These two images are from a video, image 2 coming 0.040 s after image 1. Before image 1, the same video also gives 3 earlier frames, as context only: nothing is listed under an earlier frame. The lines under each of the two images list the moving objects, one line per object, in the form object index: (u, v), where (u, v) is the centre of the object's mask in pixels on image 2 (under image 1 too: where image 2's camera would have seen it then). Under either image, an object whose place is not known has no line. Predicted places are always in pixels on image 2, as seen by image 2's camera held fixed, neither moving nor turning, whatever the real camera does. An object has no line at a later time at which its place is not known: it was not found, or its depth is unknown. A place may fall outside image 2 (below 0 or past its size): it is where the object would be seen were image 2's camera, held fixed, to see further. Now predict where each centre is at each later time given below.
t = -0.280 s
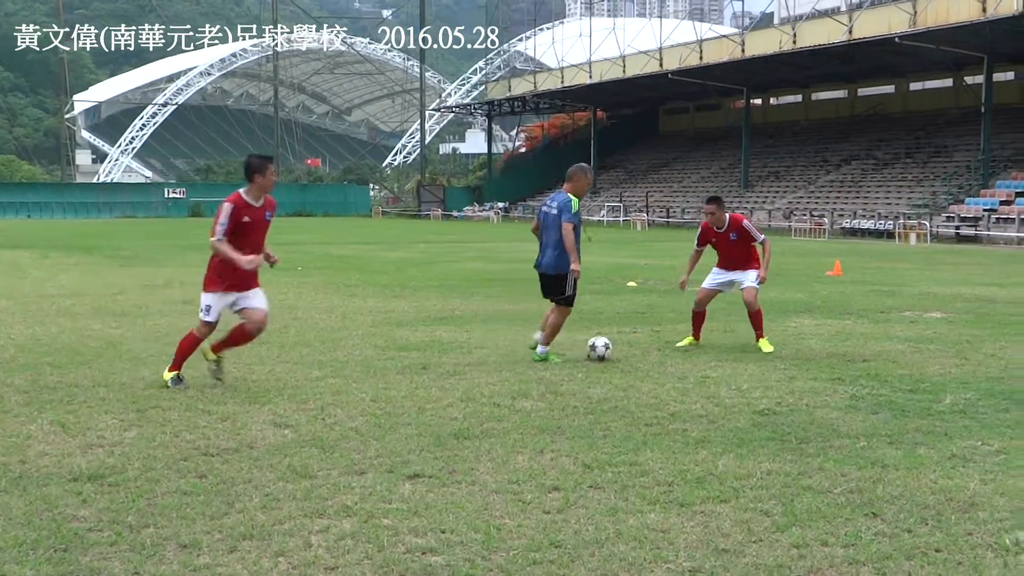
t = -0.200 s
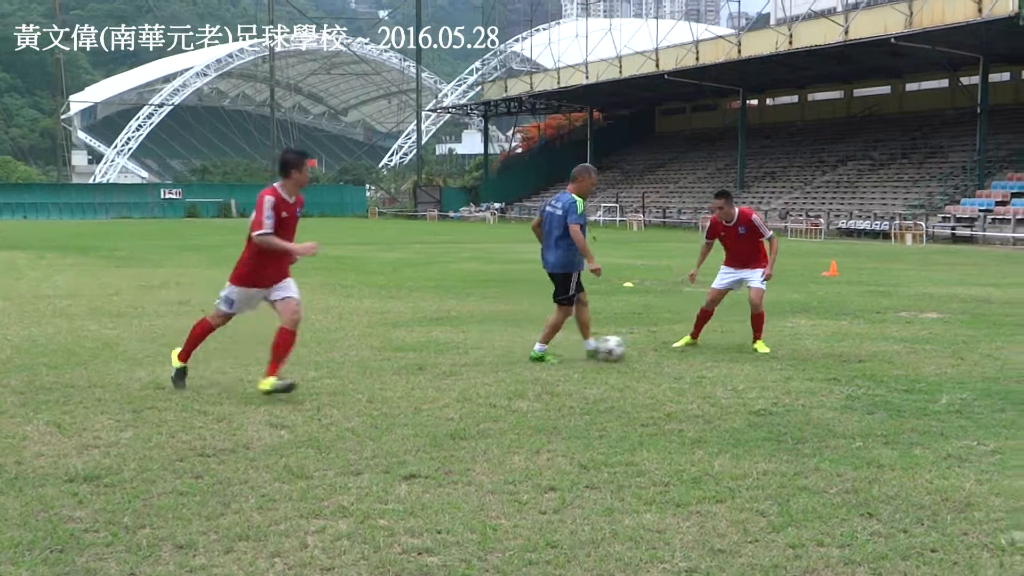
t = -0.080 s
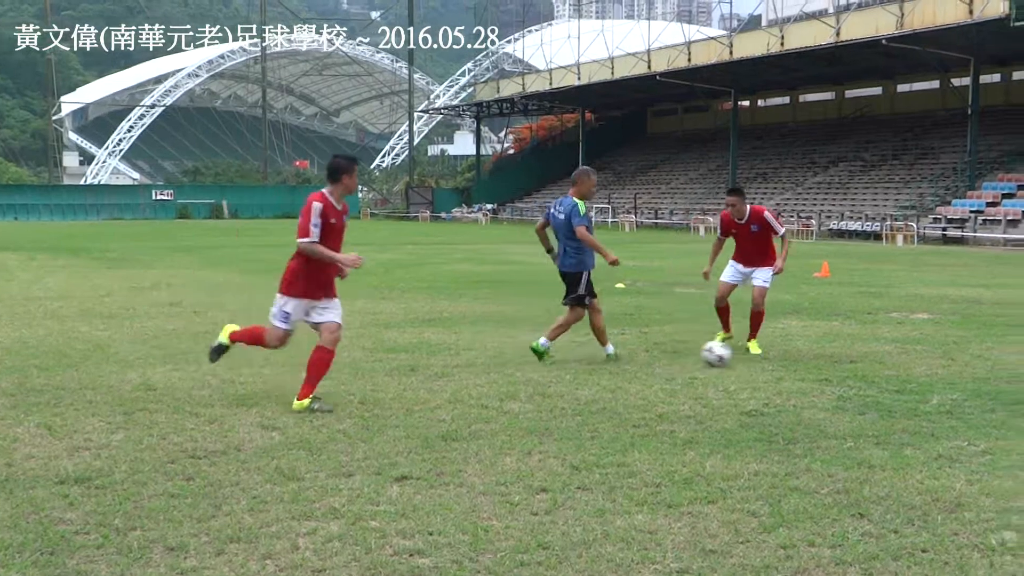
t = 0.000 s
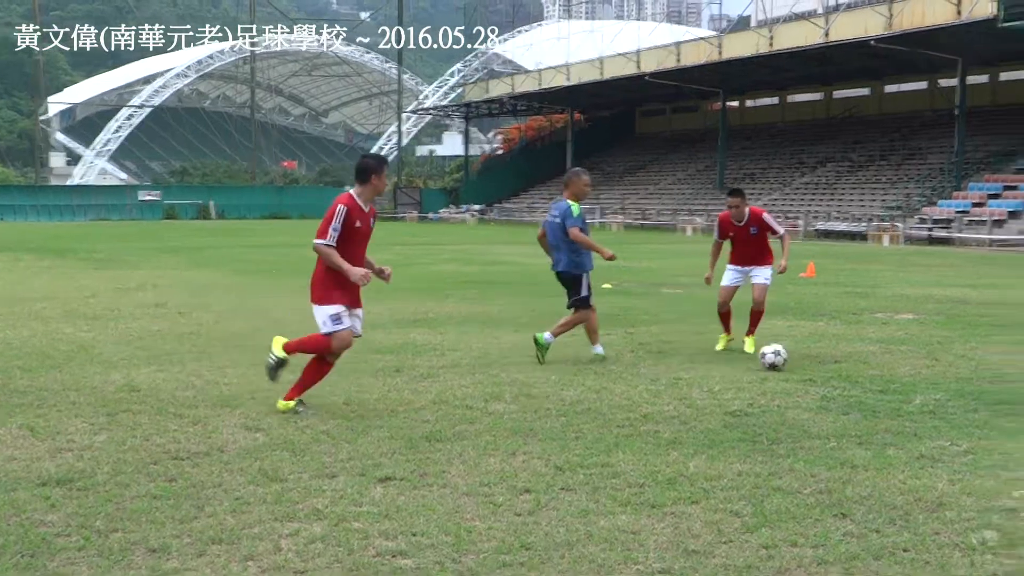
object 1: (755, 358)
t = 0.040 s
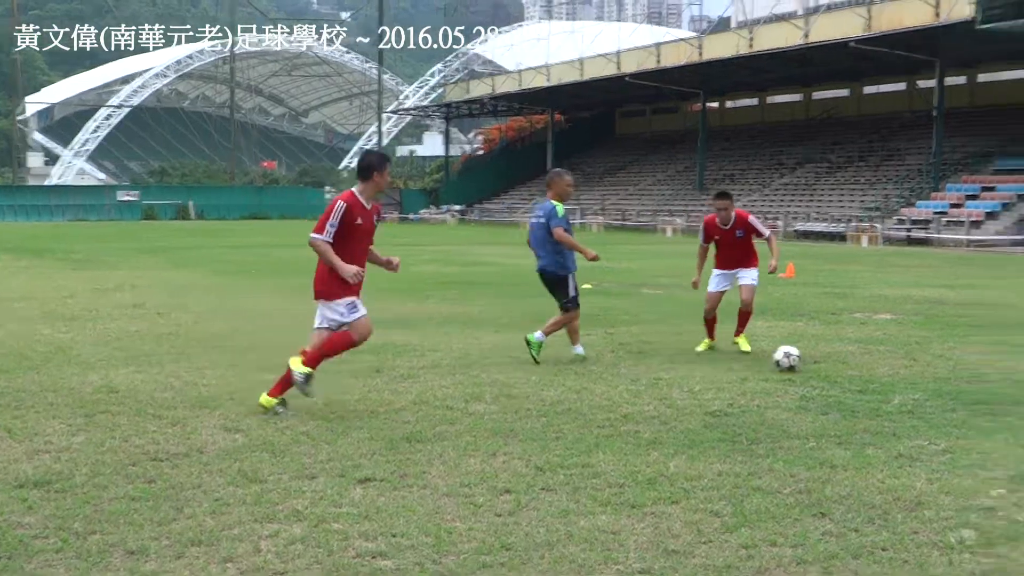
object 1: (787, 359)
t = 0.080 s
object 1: (820, 360)
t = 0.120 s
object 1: (849, 360)
